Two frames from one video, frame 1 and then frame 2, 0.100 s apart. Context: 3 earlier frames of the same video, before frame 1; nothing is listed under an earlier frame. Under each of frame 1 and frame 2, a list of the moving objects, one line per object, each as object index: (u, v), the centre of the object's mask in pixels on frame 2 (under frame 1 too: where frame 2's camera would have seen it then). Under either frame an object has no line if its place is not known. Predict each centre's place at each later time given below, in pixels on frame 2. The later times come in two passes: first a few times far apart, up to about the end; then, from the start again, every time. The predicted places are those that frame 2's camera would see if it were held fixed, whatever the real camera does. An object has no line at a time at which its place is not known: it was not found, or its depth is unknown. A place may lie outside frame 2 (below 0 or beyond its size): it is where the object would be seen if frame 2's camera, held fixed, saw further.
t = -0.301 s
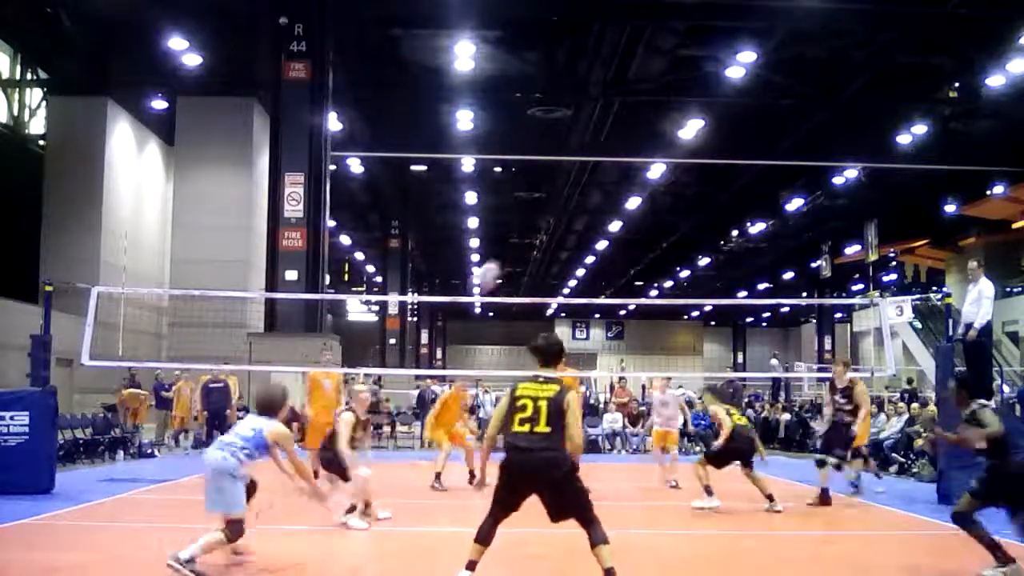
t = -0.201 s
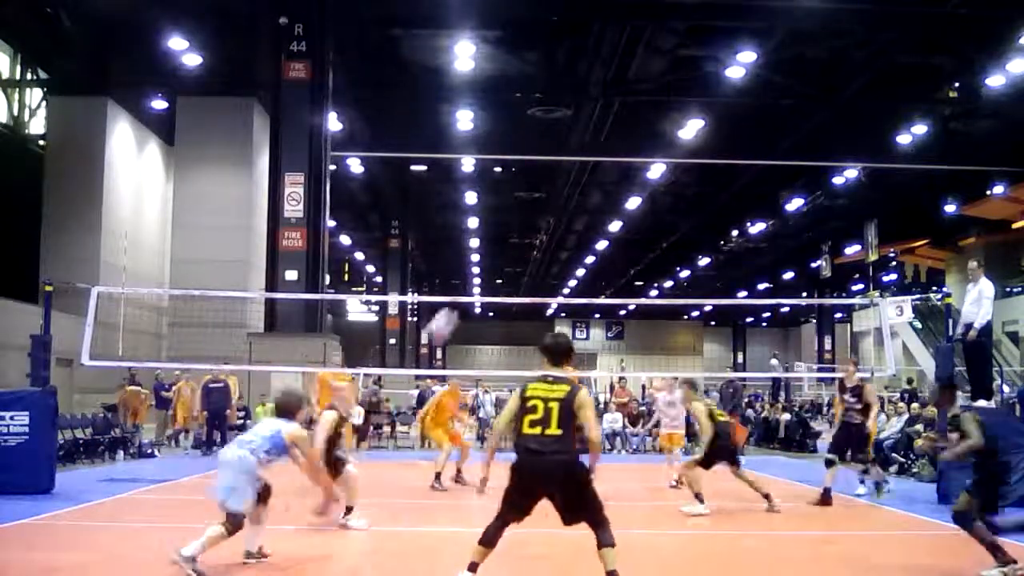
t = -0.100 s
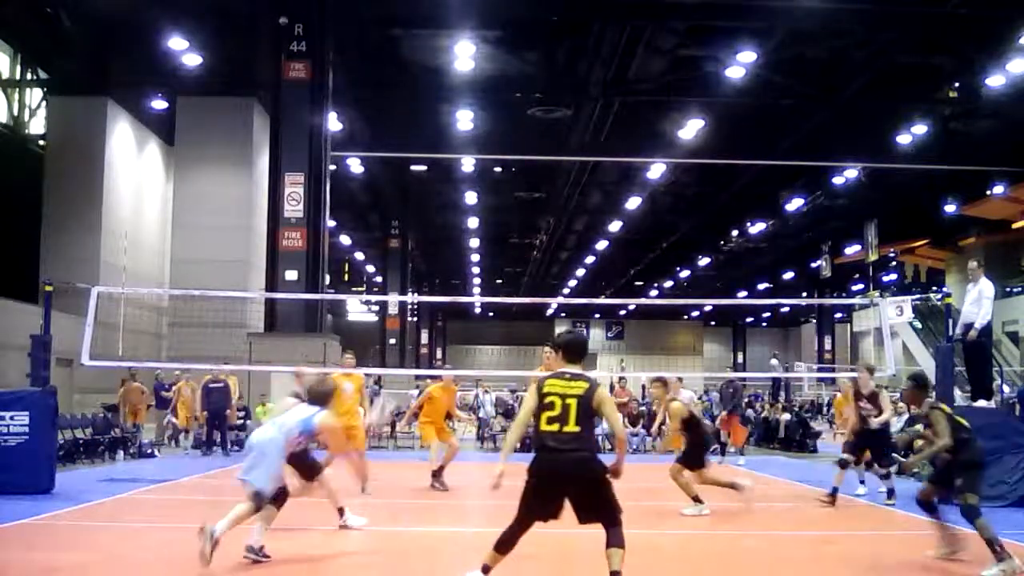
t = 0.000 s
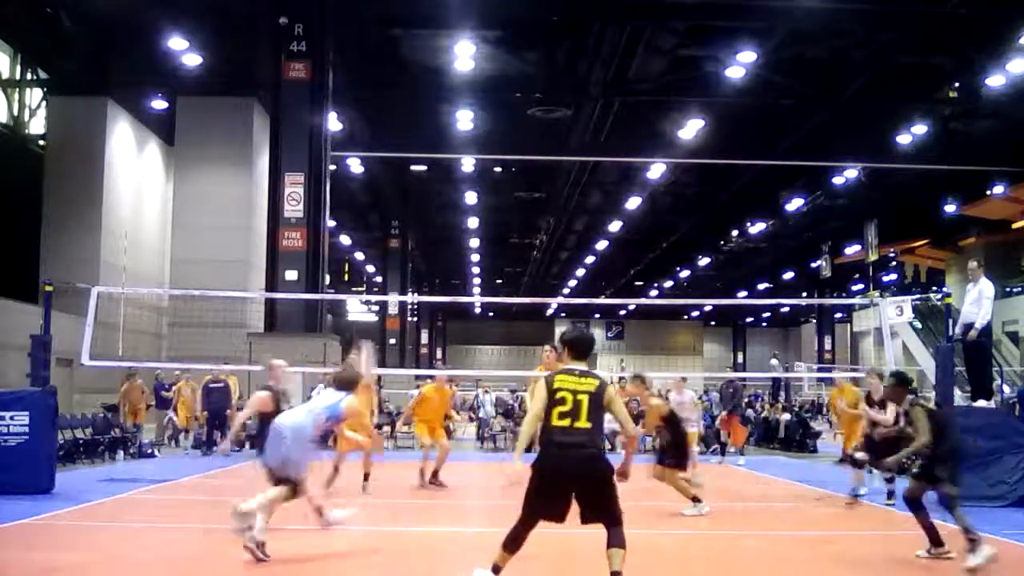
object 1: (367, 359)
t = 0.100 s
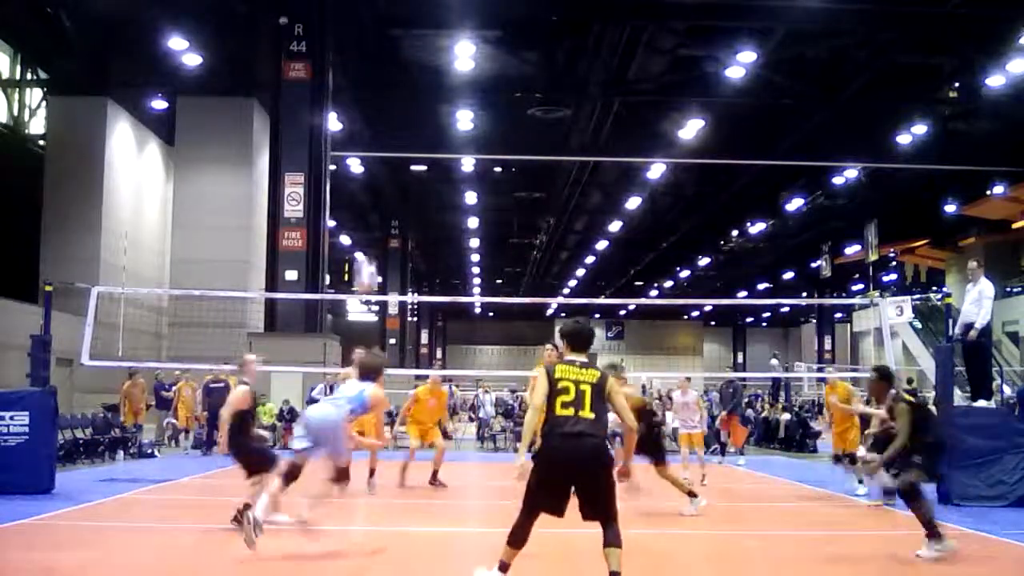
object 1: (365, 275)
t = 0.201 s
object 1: (364, 211)
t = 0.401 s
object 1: (357, 125)
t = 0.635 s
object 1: (348, 86)
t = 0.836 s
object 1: (339, 95)
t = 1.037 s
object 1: (329, 138)
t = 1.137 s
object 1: (324, 167)
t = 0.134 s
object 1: (365, 252)
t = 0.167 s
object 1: (364, 230)
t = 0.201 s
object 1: (364, 211)
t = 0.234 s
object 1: (363, 192)
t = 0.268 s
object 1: (361, 175)
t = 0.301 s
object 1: (362, 158)
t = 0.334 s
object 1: (359, 144)
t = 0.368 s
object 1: (358, 136)
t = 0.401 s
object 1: (357, 125)
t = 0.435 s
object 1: (356, 115)
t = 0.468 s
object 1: (355, 108)
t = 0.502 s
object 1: (353, 101)
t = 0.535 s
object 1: (352, 96)
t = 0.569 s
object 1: (351, 91)
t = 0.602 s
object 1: (349, 88)
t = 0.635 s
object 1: (348, 86)
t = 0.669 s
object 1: (346, 85)
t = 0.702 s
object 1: (345, 86)
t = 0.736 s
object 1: (343, 87)
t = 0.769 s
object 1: (342, 89)
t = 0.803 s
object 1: (341, 91)
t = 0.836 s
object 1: (339, 95)
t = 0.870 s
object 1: (337, 99)
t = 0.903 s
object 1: (336, 104)
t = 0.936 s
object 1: (334, 110)
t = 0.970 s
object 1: (332, 119)
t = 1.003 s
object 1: (330, 129)
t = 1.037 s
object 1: (329, 138)
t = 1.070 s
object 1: (327, 144)
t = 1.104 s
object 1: (326, 155)
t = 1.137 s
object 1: (324, 167)
